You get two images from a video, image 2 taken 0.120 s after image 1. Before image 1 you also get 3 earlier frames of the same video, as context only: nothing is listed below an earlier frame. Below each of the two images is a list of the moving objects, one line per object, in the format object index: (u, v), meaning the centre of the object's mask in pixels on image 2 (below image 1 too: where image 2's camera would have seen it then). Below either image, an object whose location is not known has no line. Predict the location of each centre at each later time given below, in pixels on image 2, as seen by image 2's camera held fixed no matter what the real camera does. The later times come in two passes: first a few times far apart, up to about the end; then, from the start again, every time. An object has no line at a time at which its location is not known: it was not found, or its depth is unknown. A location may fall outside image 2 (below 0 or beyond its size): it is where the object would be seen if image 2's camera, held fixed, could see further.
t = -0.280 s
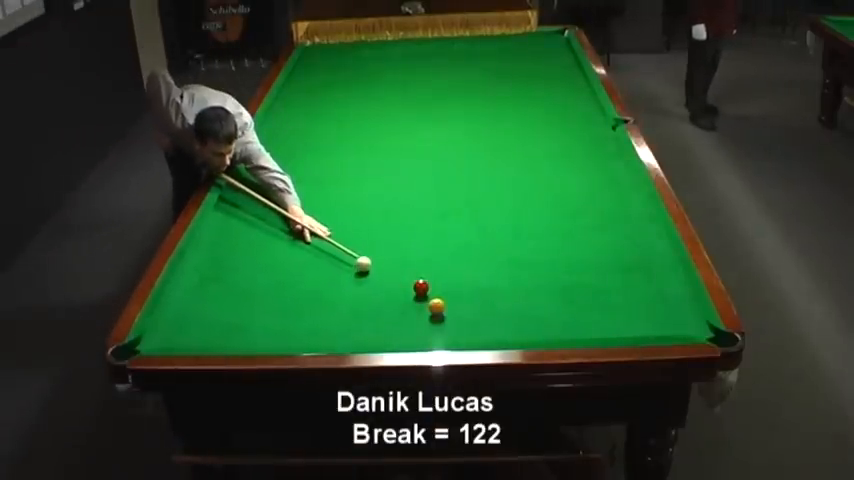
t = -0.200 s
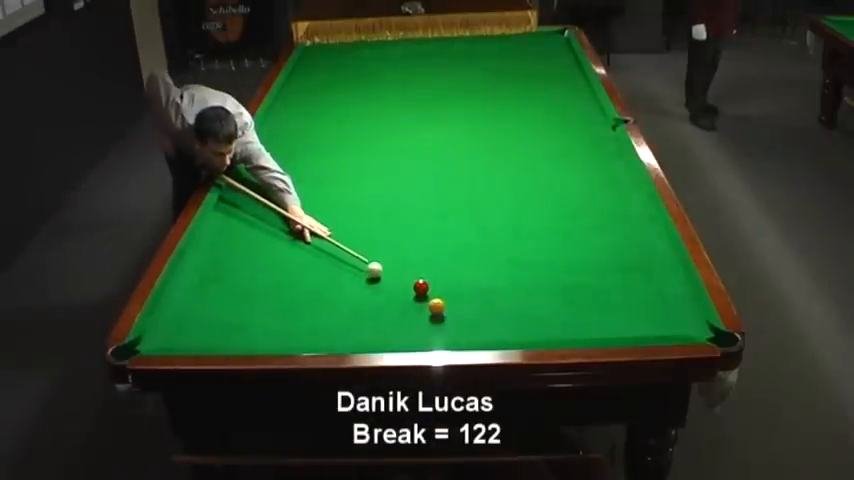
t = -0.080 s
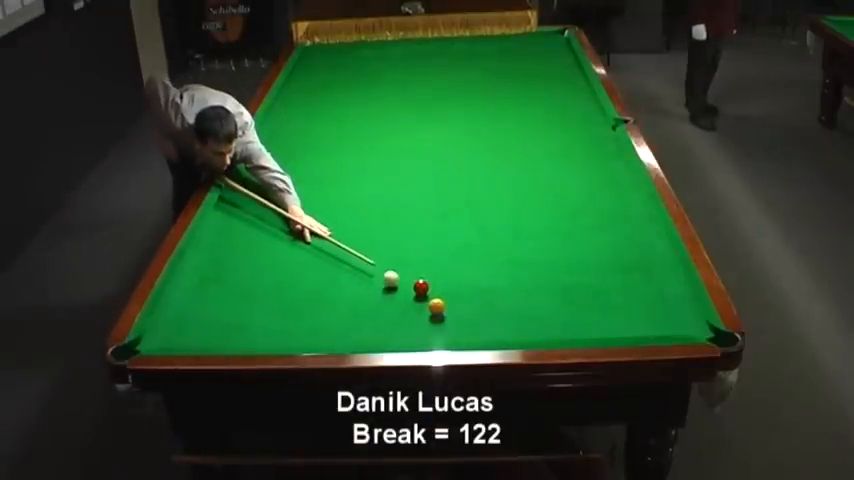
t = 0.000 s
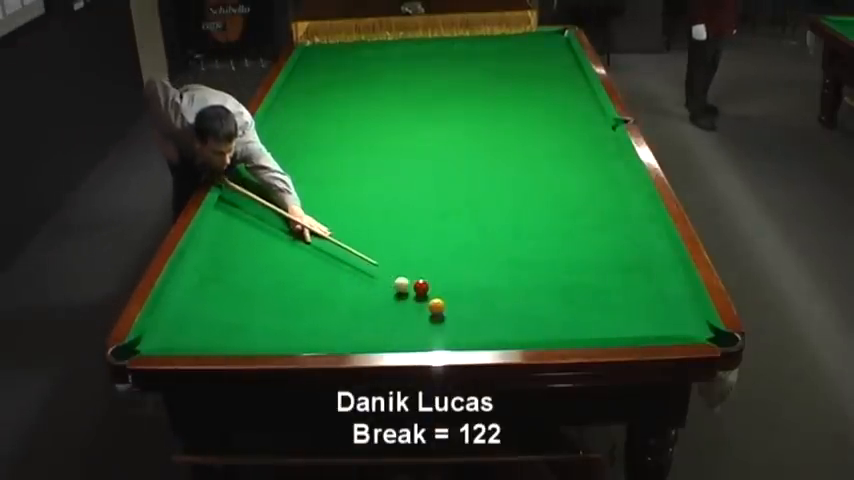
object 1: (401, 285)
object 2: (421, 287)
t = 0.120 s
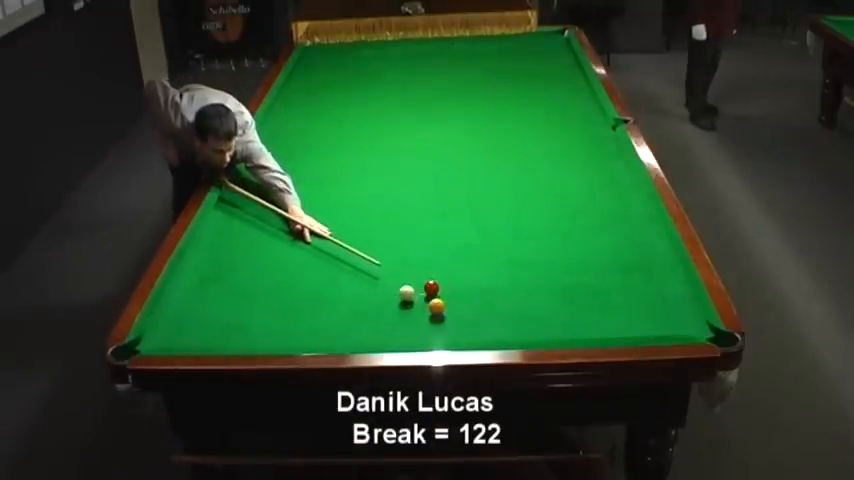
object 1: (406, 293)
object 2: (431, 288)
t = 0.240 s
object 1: (409, 301)
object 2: (443, 289)
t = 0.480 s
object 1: (416, 318)
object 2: (465, 291)
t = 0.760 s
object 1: (424, 335)
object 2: (489, 293)
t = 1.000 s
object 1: (431, 331)
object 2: (508, 295)
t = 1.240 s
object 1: (438, 321)
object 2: (525, 297)
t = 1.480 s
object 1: (444, 314)
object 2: (540, 297)
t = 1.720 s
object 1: (451, 312)
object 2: (554, 298)
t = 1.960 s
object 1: (457, 310)
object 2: (565, 299)
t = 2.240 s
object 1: (461, 308)
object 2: (576, 300)
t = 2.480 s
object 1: (462, 308)
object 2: (583, 301)
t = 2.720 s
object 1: (462, 308)
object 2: (589, 302)
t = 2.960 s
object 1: (462, 308)
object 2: (593, 302)
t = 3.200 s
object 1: (462, 308)
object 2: (595, 303)
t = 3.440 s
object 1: (462, 308)
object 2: (596, 303)
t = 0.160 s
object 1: (407, 296)
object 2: (435, 288)
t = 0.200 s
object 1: (408, 299)
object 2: (439, 289)
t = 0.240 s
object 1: (409, 301)
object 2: (443, 289)
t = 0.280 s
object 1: (410, 304)
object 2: (447, 290)
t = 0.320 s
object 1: (411, 307)
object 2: (451, 290)
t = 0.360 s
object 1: (412, 310)
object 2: (455, 290)
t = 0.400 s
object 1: (414, 312)
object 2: (458, 290)
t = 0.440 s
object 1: (415, 315)
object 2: (462, 291)
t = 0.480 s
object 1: (416, 318)
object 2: (465, 291)
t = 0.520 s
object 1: (417, 321)
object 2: (469, 291)
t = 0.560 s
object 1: (418, 323)
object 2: (472, 292)
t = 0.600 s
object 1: (419, 326)
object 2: (476, 292)
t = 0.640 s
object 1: (420, 328)
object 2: (479, 292)
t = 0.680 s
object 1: (422, 331)
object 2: (483, 292)
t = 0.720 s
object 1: (422, 333)
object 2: (486, 293)
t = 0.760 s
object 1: (424, 335)
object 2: (489, 293)
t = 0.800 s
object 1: (424, 337)
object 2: (492, 293)
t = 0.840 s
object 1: (426, 336)
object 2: (496, 294)
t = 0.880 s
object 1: (427, 335)
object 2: (499, 294)
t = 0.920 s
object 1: (428, 333)
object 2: (502, 294)
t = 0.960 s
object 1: (430, 332)
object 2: (505, 295)
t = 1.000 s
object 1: (431, 331)
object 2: (508, 295)
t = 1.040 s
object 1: (432, 329)
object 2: (511, 295)
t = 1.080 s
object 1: (433, 327)
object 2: (514, 295)
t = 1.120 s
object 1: (435, 326)
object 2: (517, 295)
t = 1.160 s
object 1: (436, 324)
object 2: (520, 296)
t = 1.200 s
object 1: (437, 322)
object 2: (522, 296)
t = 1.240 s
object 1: (438, 321)
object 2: (525, 297)
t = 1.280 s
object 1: (439, 319)
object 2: (528, 297)
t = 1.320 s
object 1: (440, 318)
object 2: (530, 297)
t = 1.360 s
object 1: (441, 317)
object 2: (533, 297)
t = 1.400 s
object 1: (442, 315)
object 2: (536, 297)
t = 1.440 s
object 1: (443, 315)
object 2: (538, 297)
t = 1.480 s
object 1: (444, 314)
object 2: (540, 297)
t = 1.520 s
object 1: (446, 314)
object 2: (543, 298)
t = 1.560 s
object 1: (447, 313)
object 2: (545, 298)
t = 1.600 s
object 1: (448, 313)
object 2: (547, 298)
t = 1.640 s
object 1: (449, 313)
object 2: (549, 298)
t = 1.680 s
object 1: (450, 312)
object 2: (551, 298)
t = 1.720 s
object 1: (451, 312)
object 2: (554, 298)
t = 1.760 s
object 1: (452, 311)
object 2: (556, 299)
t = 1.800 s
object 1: (454, 311)
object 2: (558, 299)
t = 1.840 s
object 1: (454, 311)
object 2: (560, 299)
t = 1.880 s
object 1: (455, 310)
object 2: (561, 299)
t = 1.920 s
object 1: (456, 310)
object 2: (563, 299)
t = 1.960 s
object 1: (457, 310)
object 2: (565, 299)
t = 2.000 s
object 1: (457, 310)
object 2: (567, 300)
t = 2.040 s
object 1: (458, 309)
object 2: (569, 300)
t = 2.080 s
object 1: (459, 309)
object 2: (570, 300)
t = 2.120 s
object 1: (460, 309)
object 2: (572, 300)
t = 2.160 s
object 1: (460, 309)
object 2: (573, 300)
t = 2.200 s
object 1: (461, 309)
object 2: (575, 300)
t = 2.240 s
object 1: (461, 308)
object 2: (576, 300)
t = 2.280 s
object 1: (461, 308)
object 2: (577, 301)
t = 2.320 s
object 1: (462, 308)
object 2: (579, 301)
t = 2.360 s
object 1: (462, 308)
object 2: (580, 301)
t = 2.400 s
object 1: (462, 308)
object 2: (581, 301)
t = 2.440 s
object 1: (462, 308)
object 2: (582, 301)
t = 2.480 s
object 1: (462, 308)
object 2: (583, 301)
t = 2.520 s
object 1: (462, 308)
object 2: (584, 302)
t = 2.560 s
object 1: (462, 308)
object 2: (585, 302)
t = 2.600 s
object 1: (462, 308)
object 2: (586, 302)
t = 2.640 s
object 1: (462, 308)
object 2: (587, 302)
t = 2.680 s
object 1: (462, 308)
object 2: (588, 302)
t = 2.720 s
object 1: (462, 308)
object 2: (589, 302)
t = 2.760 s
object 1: (462, 308)
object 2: (590, 302)
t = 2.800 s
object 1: (462, 308)
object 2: (590, 302)
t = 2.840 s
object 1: (462, 308)
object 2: (591, 302)
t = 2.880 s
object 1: (462, 308)
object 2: (592, 302)
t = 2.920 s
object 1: (462, 308)
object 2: (592, 302)
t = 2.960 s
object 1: (462, 308)
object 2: (593, 302)
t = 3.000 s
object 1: (462, 308)
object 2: (593, 302)
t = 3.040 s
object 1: (462, 308)
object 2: (594, 302)
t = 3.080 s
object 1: (462, 308)
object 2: (594, 303)
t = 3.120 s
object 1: (462, 308)
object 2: (594, 303)
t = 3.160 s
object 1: (462, 308)
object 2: (595, 303)
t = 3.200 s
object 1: (462, 308)
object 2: (595, 303)
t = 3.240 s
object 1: (462, 308)
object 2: (595, 303)
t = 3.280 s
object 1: (462, 308)
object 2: (595, 303)
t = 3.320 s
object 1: (462, 308)
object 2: (595, 303)
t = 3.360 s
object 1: (462, 308)
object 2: (595, 303)
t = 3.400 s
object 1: (462, 308)
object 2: (595, 303)
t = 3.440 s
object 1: (462, 308)
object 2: (596, 303)
